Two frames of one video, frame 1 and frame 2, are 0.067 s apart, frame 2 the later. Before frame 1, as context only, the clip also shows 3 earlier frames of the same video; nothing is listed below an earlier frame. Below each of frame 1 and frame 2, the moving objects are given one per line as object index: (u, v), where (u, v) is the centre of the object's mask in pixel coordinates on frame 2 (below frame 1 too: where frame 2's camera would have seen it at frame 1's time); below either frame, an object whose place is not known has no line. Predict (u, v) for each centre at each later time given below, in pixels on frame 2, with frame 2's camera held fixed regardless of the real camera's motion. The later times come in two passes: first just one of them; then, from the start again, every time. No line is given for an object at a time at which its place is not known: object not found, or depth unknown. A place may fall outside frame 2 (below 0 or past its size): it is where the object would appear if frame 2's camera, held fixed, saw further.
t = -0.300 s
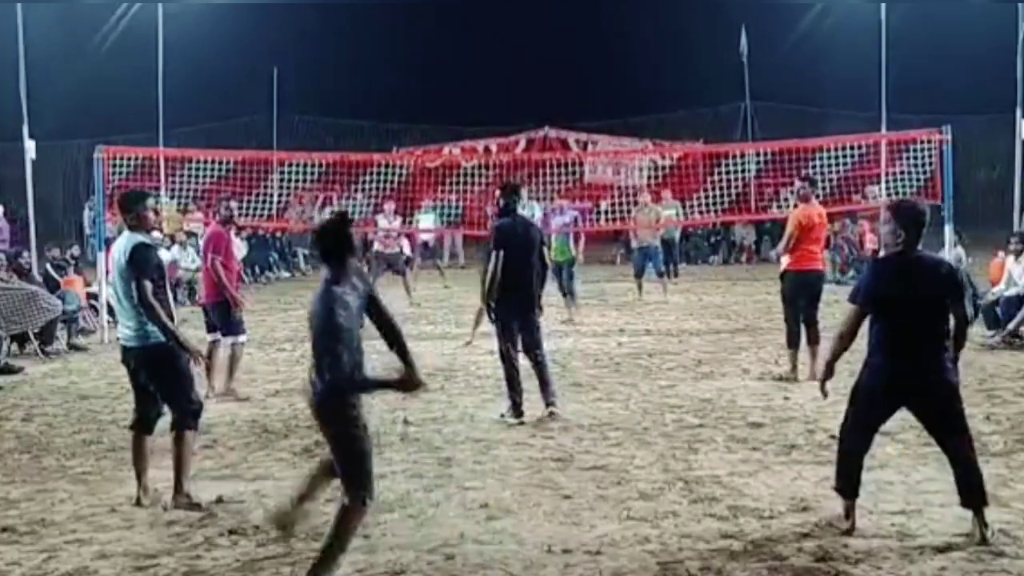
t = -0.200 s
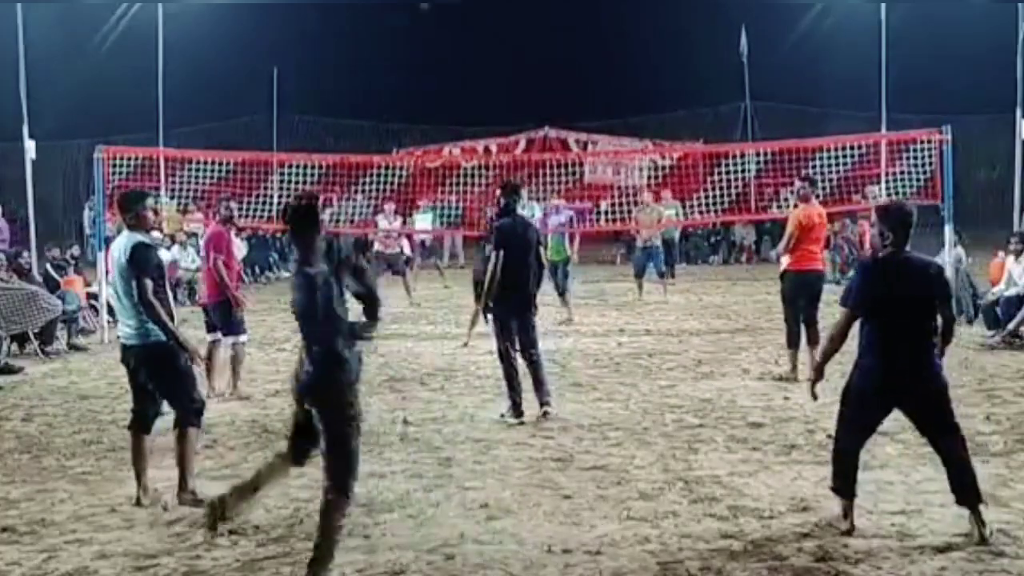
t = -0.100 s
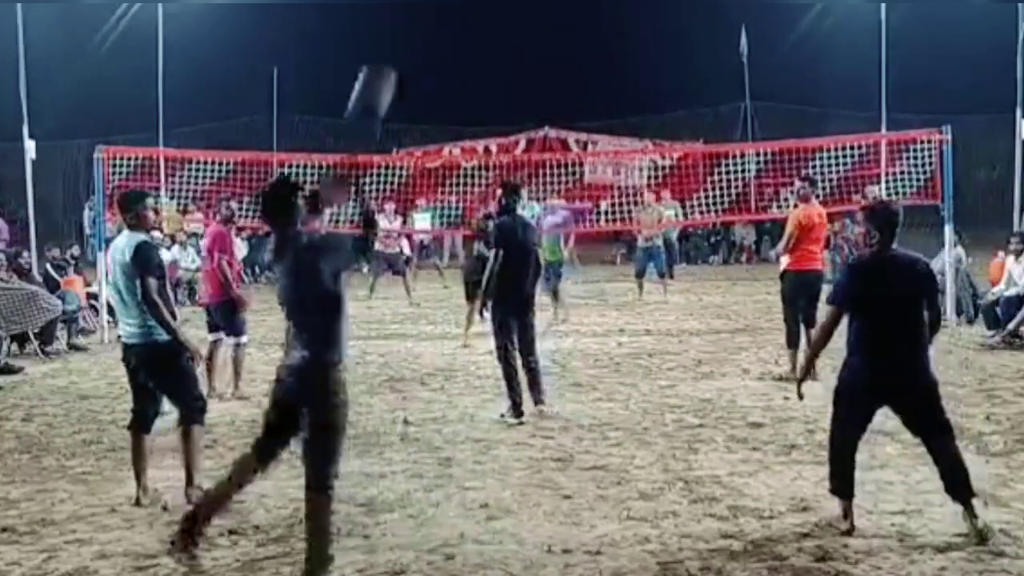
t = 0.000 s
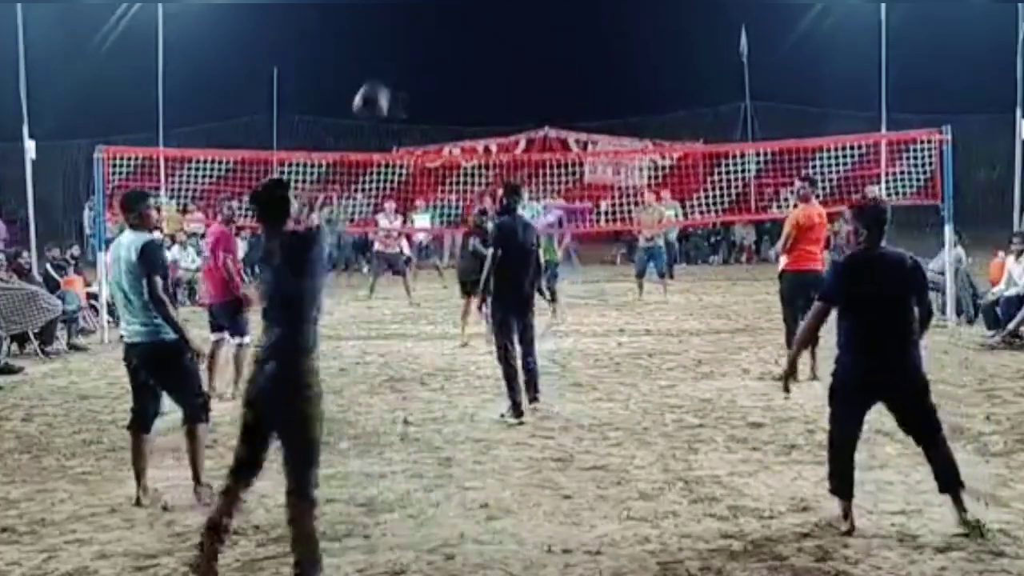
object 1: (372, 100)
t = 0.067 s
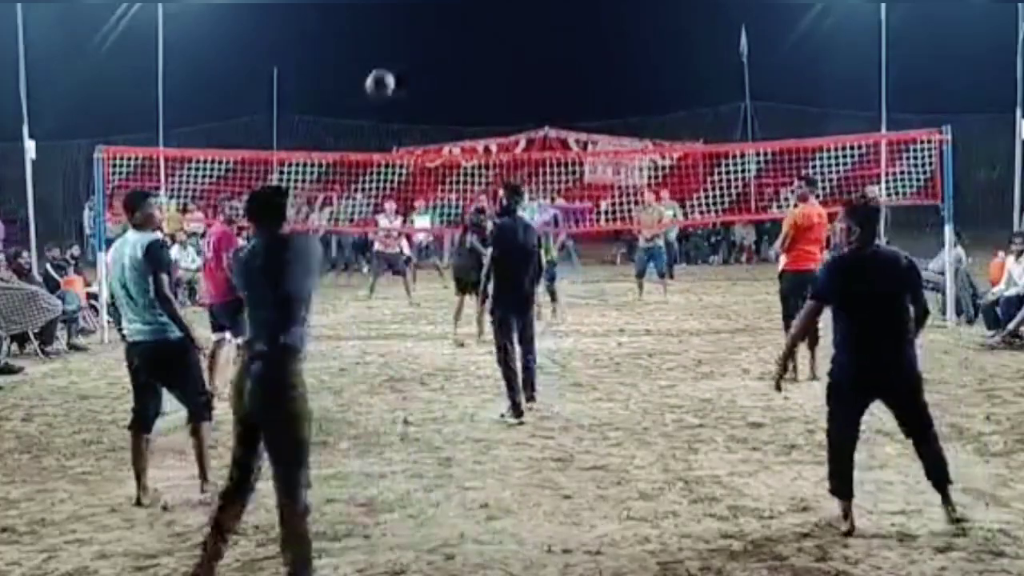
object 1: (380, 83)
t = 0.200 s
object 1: (391, 80)
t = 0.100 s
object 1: (384, 79)
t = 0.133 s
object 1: (387, 78)
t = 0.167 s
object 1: (389, 78)
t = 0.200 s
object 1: (391, 80)
